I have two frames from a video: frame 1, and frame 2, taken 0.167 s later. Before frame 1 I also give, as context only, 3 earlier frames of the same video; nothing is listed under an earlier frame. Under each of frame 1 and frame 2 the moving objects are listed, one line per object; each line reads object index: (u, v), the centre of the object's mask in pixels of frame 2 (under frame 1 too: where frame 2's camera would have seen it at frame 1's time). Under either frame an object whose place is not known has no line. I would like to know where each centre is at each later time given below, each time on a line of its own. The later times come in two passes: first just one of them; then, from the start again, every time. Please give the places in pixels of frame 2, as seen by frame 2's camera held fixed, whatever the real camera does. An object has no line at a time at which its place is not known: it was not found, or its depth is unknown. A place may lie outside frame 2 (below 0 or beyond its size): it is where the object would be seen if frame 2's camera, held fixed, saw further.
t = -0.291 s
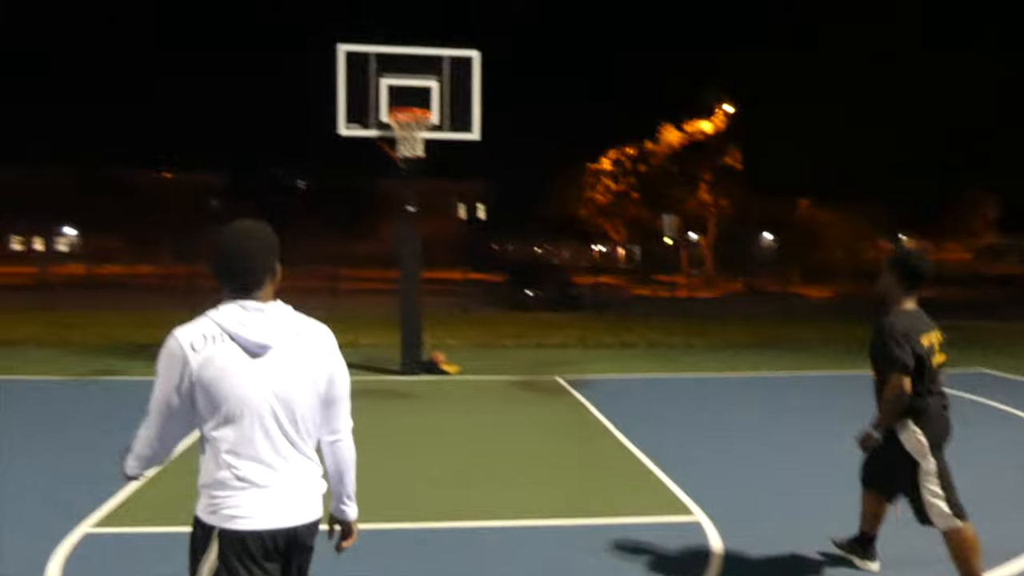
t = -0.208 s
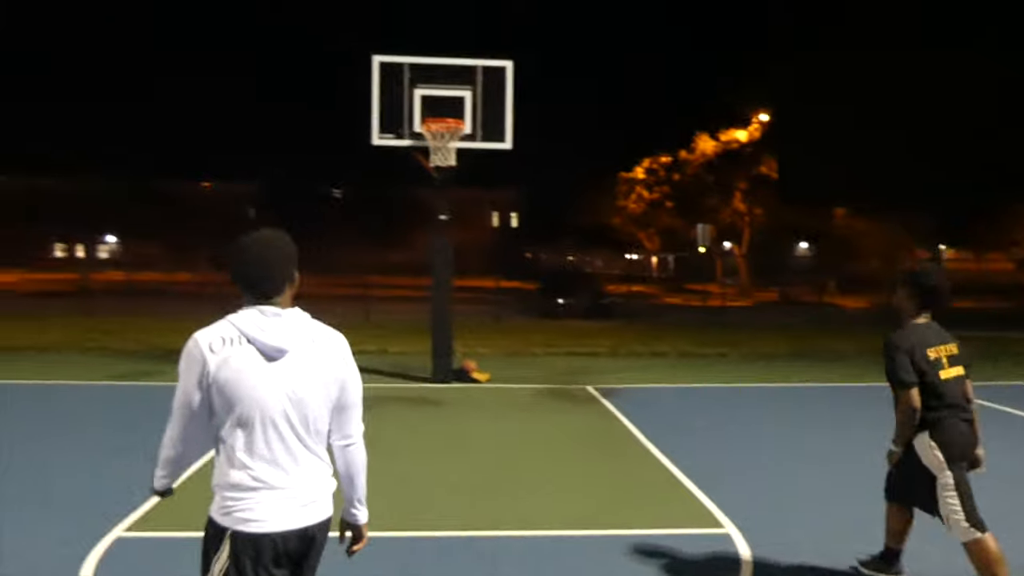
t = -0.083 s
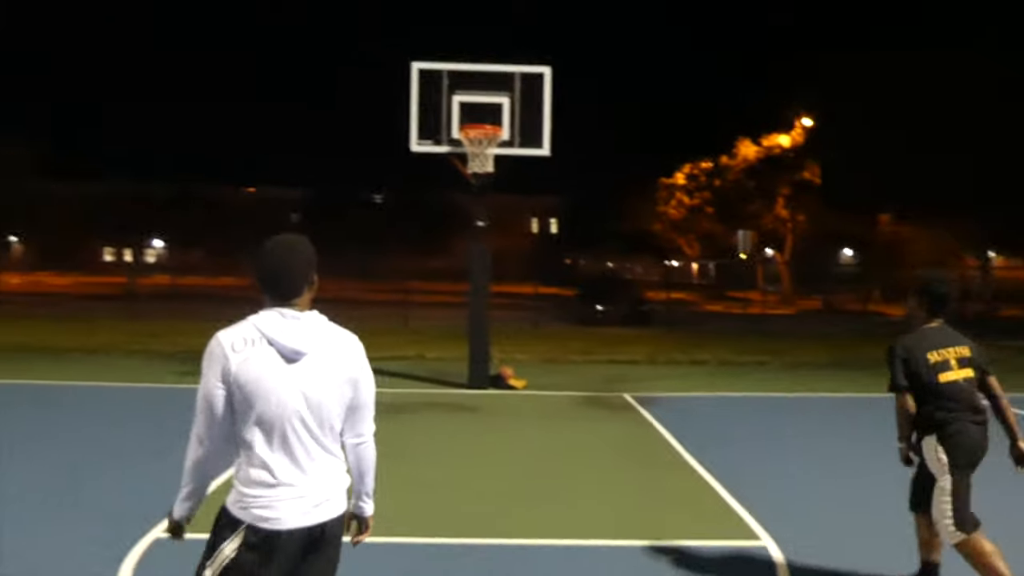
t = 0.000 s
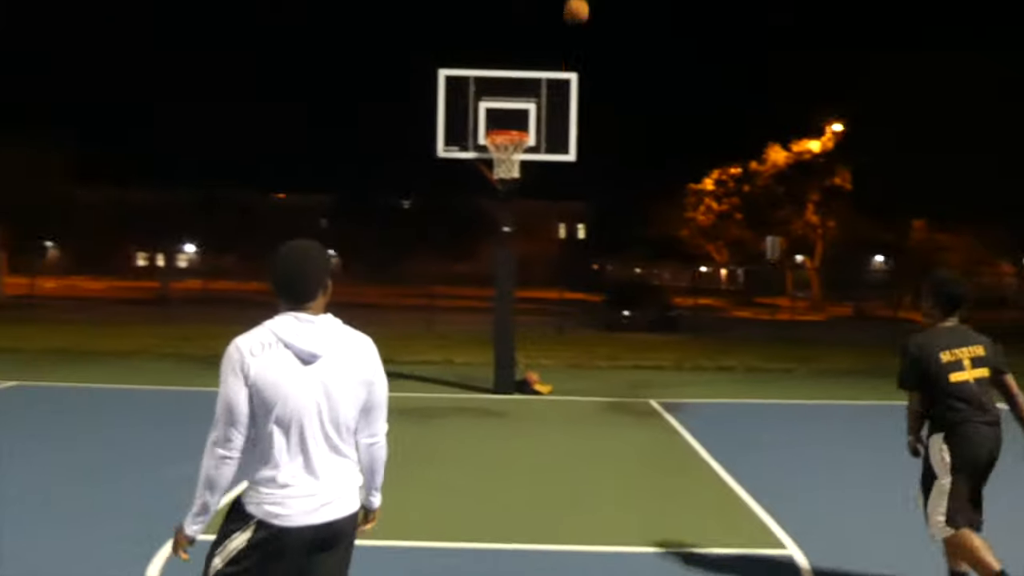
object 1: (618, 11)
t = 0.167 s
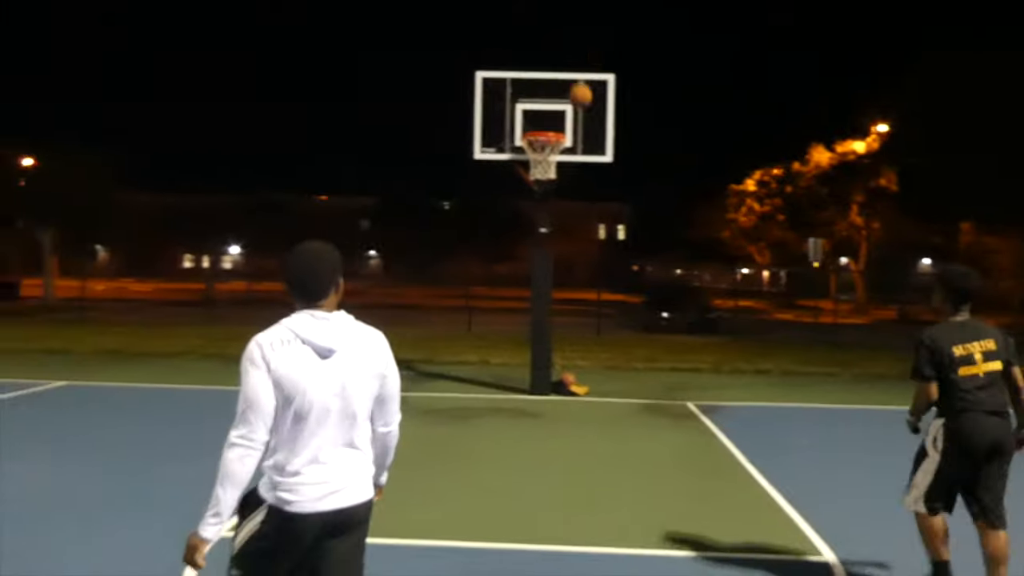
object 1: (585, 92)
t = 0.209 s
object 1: (579, 111)
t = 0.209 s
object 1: (579, 111)
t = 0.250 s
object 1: (579, 124)
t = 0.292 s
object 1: (588, 119)
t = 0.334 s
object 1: (600, 113)
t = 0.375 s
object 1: (610, 106)
